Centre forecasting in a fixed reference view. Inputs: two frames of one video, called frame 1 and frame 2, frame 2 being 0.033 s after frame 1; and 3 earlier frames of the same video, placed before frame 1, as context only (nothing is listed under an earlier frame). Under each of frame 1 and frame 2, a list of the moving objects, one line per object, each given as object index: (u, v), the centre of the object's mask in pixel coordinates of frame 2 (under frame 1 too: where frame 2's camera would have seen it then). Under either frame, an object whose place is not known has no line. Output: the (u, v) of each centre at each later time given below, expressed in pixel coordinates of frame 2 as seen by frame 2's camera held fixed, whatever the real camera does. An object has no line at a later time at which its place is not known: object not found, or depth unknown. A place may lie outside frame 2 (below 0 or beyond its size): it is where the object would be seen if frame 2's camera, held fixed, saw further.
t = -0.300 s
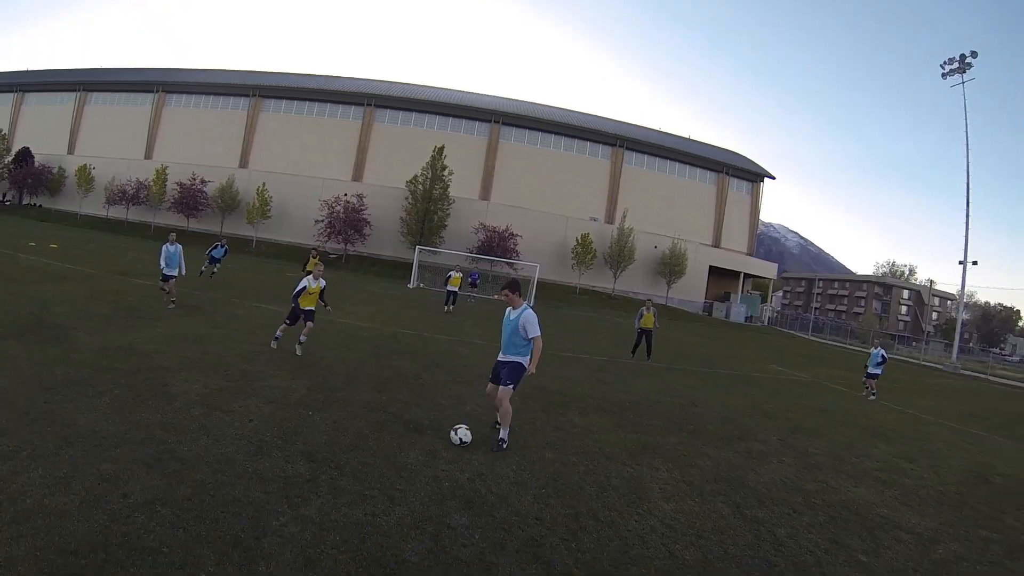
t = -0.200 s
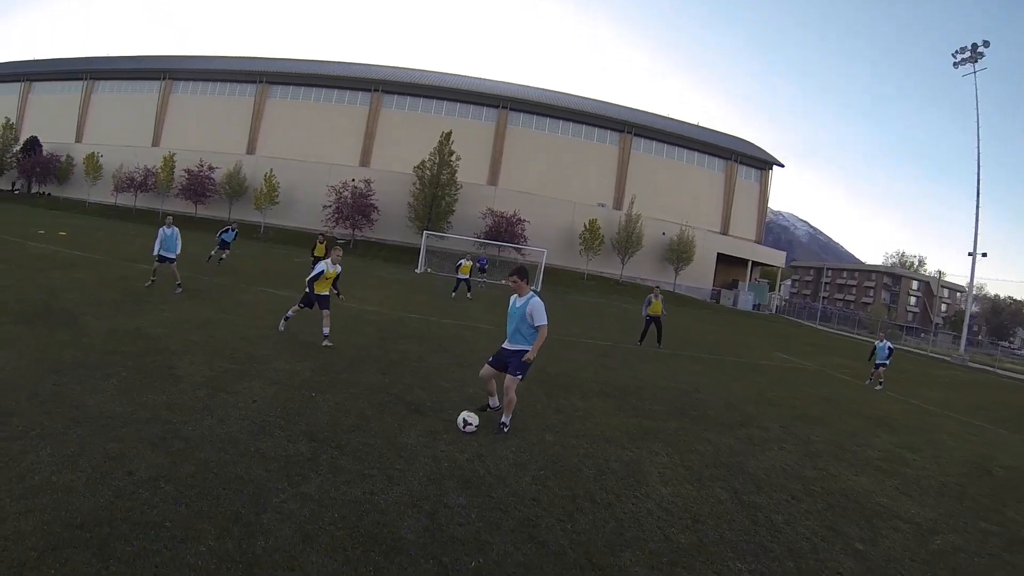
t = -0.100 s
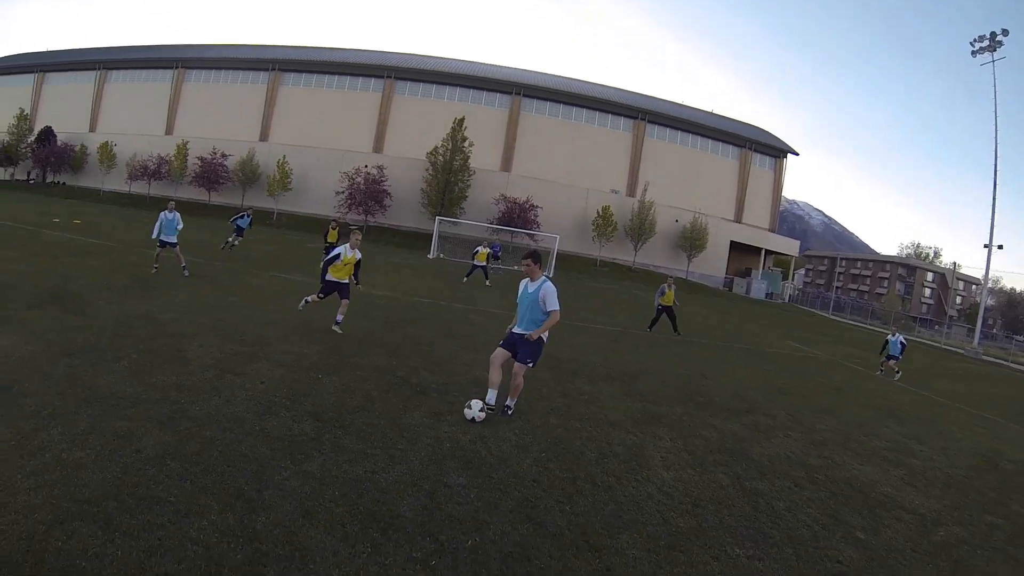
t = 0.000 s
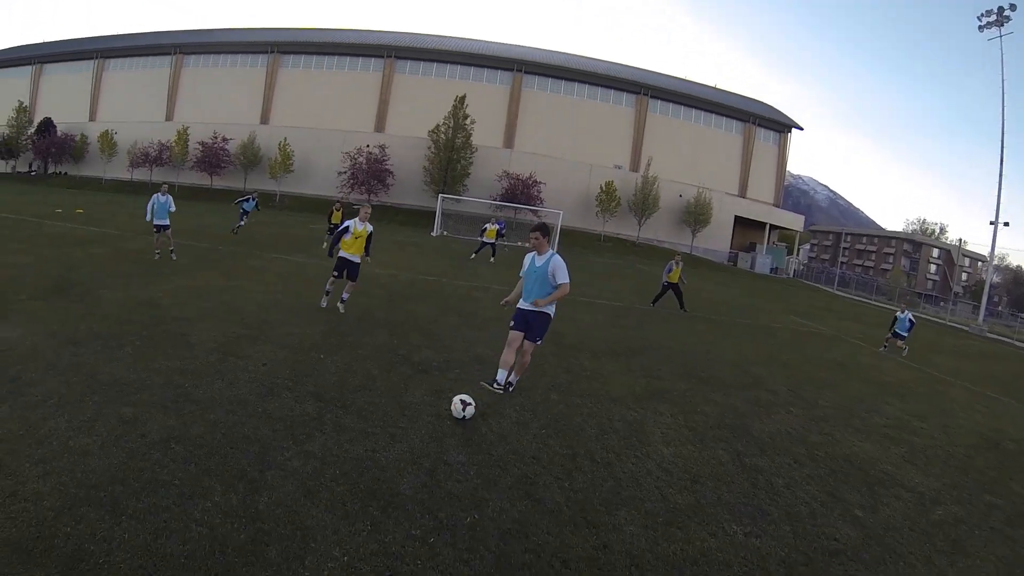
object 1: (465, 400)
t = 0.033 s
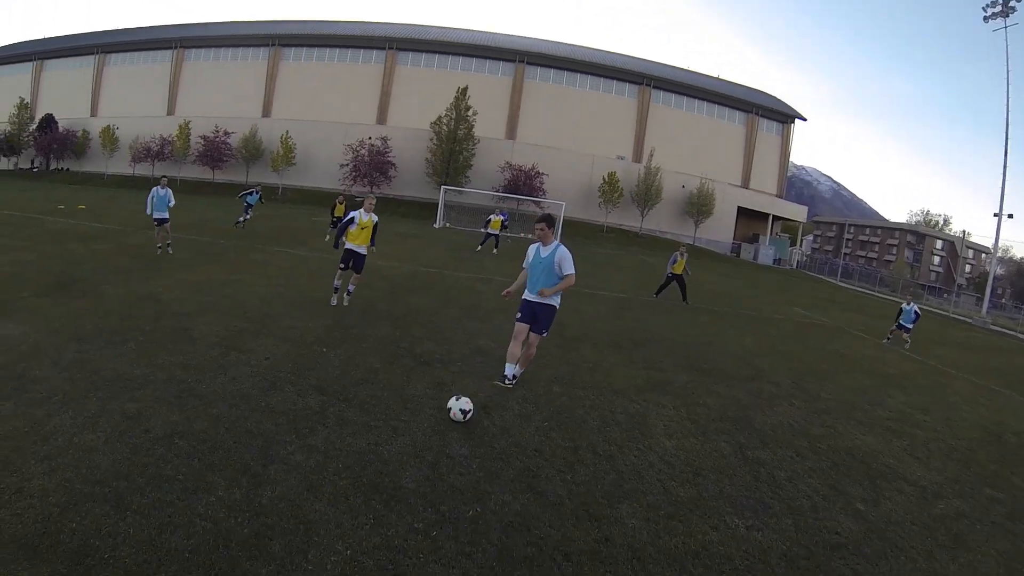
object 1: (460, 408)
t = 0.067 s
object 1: (456, 417)
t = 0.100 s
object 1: (452, 428)
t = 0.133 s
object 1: (447, 435)
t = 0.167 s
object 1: (443, 444)
